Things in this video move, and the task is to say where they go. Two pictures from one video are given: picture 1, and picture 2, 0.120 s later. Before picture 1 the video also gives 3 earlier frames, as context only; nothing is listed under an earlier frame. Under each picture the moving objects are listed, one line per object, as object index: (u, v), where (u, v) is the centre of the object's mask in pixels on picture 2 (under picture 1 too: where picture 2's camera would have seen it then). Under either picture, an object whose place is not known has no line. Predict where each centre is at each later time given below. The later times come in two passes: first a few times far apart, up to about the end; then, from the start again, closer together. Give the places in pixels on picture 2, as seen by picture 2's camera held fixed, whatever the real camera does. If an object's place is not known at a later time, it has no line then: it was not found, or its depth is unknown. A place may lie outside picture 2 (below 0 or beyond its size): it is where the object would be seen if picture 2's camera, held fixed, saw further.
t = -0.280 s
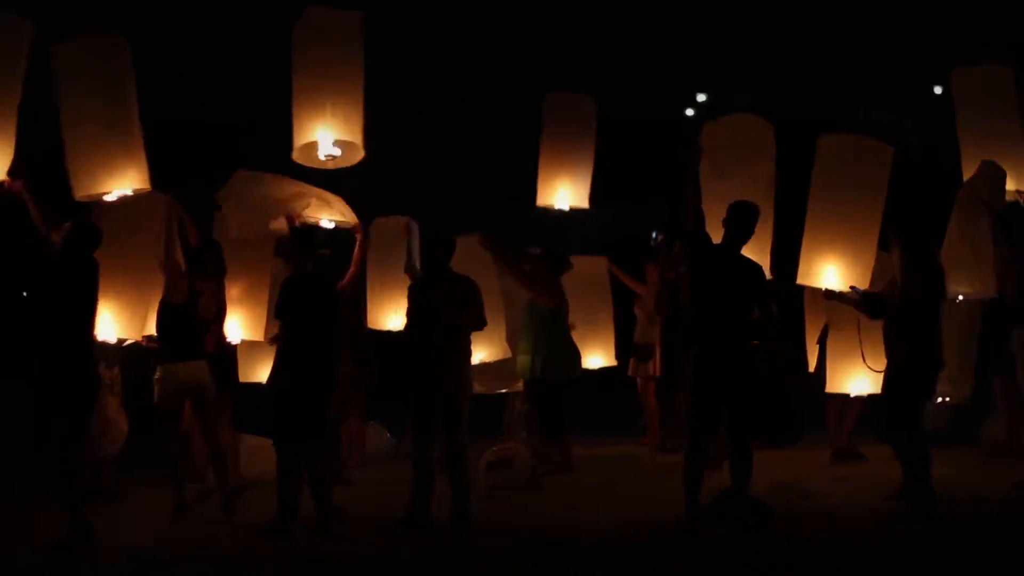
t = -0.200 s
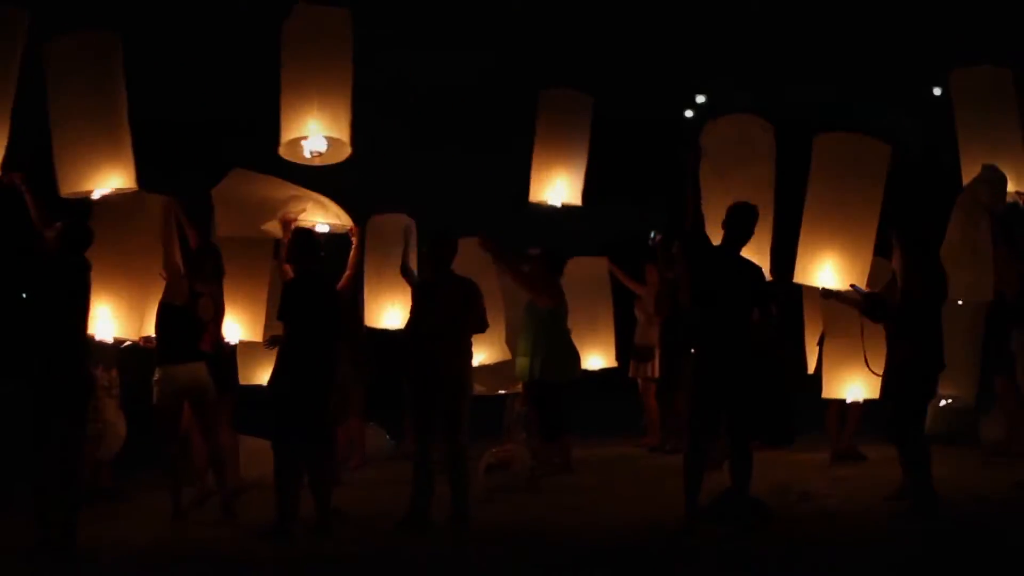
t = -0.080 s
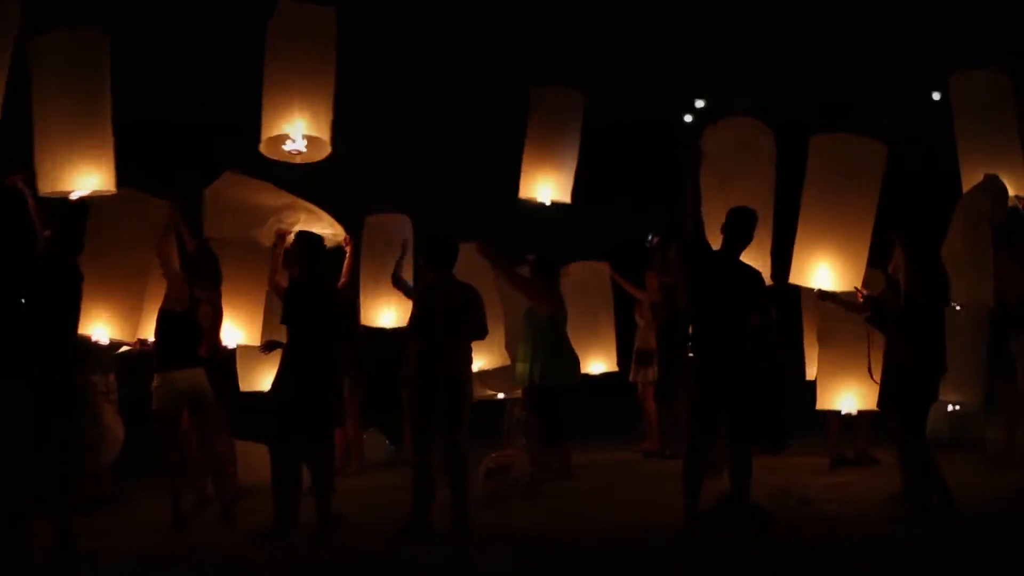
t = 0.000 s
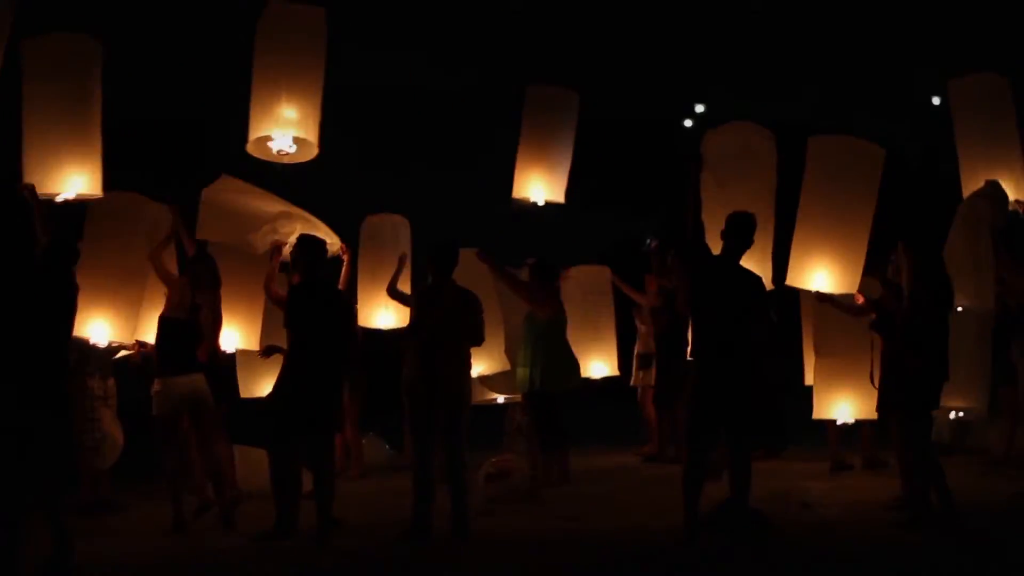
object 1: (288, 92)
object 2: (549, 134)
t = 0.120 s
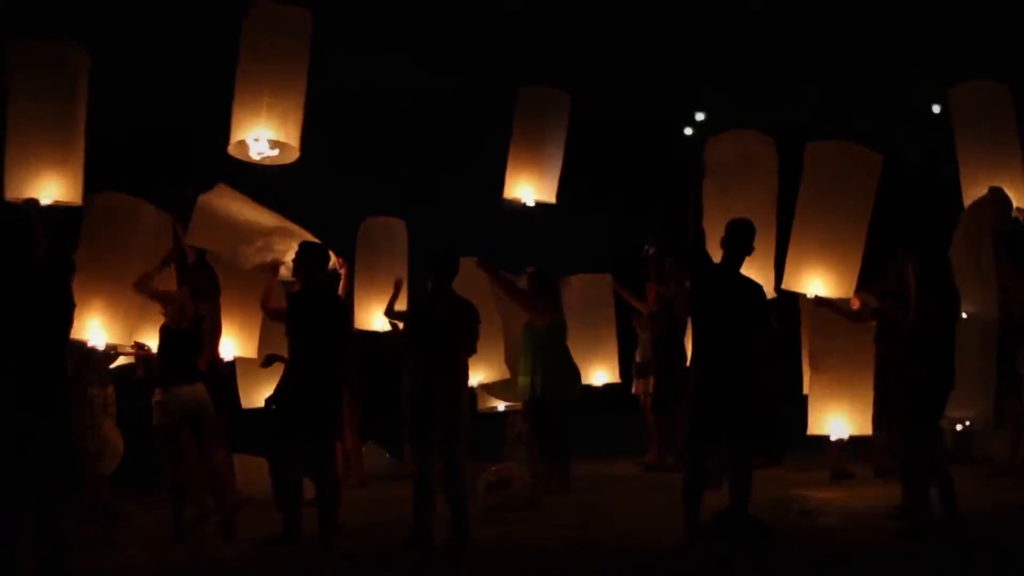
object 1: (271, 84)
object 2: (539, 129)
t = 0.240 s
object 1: (253, 78)
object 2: (530, 116)
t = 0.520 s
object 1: (209, 63)
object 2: (502, 91)
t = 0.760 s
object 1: (171, 52)
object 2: (475, 74)
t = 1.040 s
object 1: (126, 39)
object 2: (443, 52)
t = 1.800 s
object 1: (21, 8)
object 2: (369, 0)
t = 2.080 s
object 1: (-8, -4)
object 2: (347, -17)
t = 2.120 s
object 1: (-12, -5)
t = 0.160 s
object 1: (265, 82)
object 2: (536, 126)
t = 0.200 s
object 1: (259, 81)
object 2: (533, 123)
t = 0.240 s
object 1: (253, 78)
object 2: (530, 116)
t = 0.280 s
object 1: (247, 76)
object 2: (526, 113)
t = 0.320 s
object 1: (240, 73)
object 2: (522, 108)
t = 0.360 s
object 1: (234, 72)
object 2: (518, 105)
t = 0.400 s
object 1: (228, 69)
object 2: (514, 102)
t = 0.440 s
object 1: (221, 67)
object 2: (509, 99)
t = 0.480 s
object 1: (215, 65)
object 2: (506, 94)
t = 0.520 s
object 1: (209, 63)
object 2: (502, 91)
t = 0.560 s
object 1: (203, 61)
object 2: (497, 90)
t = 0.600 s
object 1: (196, 59)
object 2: (493, 86)
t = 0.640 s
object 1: (190, 58)
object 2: (488, 83)
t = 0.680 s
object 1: (184, 56)
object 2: (484, 80)
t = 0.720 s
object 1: (177, 54)
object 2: (479, 78)
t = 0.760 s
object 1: (171, 52)
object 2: (475, 74)
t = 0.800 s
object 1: (165, 51)
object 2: (470, 70)
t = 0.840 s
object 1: (158, 49)
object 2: (466, 68)
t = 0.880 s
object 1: (152, 47)
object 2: (462, 67)
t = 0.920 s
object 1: (146, 45)
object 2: (458, 65)
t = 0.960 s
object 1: (140, 43)
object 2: (453, 60)
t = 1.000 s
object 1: (133, 41)
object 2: (448, 55)
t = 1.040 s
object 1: (126, 39)
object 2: (443, 52)
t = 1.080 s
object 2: (439, 49)
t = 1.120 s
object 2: (434, 45)
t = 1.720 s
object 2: (373, 3)
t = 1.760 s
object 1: (22, 8)
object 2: (371, 1)
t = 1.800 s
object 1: (21, 8)
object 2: (369, 0)
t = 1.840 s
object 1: (17, 7)
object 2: (366, -2)
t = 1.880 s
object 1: (15, 6)
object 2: (364, -4)
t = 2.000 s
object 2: (355, -16)
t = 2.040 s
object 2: (351, -21)
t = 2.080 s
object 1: (-8, -4)
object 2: (347, -17)
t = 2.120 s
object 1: (-12, -5)
